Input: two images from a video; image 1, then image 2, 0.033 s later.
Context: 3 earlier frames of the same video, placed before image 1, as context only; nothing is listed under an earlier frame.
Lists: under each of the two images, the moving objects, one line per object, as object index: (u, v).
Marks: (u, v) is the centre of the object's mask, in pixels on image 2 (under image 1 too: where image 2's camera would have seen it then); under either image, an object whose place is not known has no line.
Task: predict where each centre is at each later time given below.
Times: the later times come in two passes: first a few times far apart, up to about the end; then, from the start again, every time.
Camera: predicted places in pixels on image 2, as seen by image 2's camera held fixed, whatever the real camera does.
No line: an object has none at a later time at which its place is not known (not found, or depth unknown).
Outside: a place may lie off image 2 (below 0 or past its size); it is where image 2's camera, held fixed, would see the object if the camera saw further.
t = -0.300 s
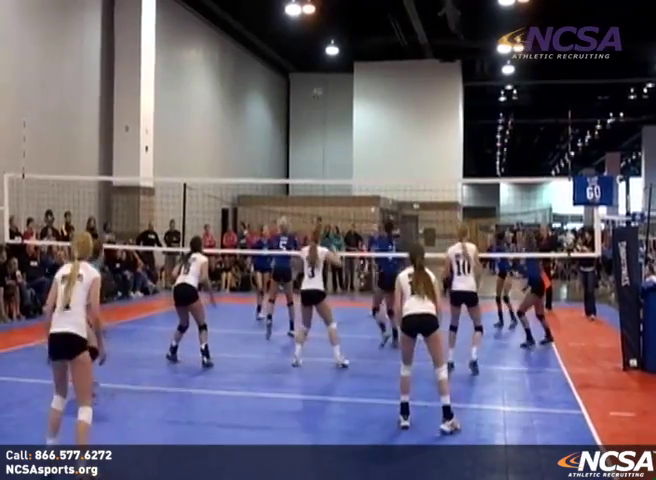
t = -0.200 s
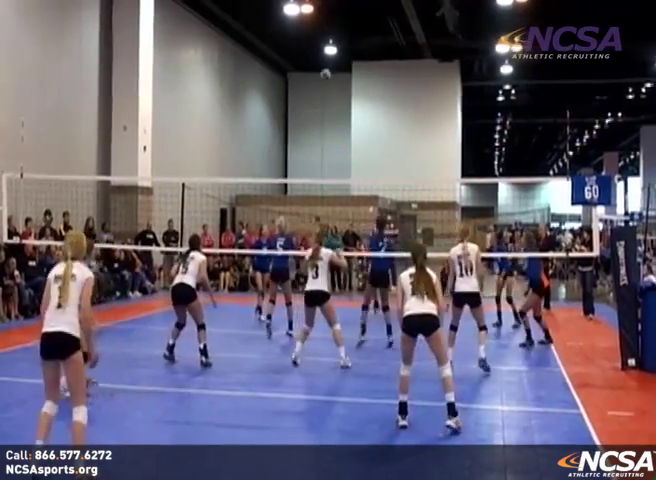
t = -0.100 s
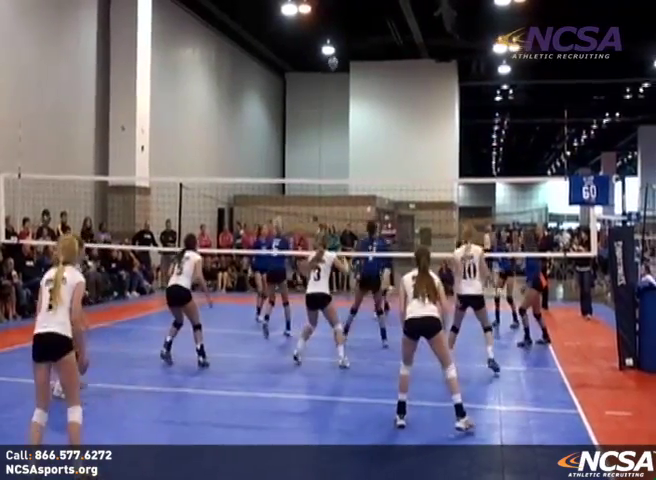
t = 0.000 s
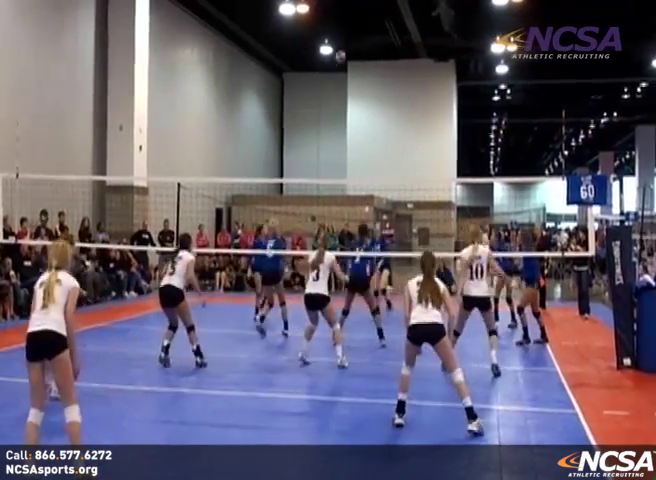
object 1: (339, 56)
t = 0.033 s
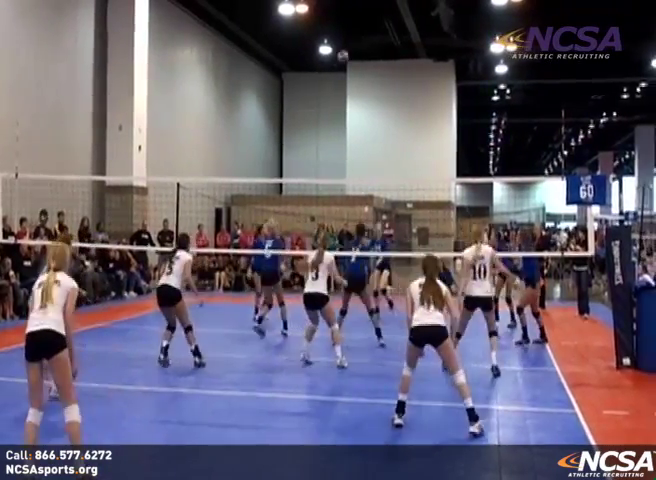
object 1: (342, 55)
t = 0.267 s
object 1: (364, 68)
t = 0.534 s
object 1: (384, 122)
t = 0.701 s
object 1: (397, 173)
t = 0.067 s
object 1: (345, 55)
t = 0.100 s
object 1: (348, 56)
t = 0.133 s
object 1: (351, 56)
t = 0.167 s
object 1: (354, 58)
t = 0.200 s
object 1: (357, 60)
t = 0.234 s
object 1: (360, 61)
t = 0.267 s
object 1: (364, 68)
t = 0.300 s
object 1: (366, 72)
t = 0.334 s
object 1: (368, 78)
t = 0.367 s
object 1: (370, 83)
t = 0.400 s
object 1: (373, 90)
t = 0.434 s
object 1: (376, 97)
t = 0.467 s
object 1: (379, 105)
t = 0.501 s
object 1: (381, 114)
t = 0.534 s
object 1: (384, 122)
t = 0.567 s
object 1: (387, 131)
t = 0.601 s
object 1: (389, 141)
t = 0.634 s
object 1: (392, 151)
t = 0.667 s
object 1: (394, 162)
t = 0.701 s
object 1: (397, 173)
